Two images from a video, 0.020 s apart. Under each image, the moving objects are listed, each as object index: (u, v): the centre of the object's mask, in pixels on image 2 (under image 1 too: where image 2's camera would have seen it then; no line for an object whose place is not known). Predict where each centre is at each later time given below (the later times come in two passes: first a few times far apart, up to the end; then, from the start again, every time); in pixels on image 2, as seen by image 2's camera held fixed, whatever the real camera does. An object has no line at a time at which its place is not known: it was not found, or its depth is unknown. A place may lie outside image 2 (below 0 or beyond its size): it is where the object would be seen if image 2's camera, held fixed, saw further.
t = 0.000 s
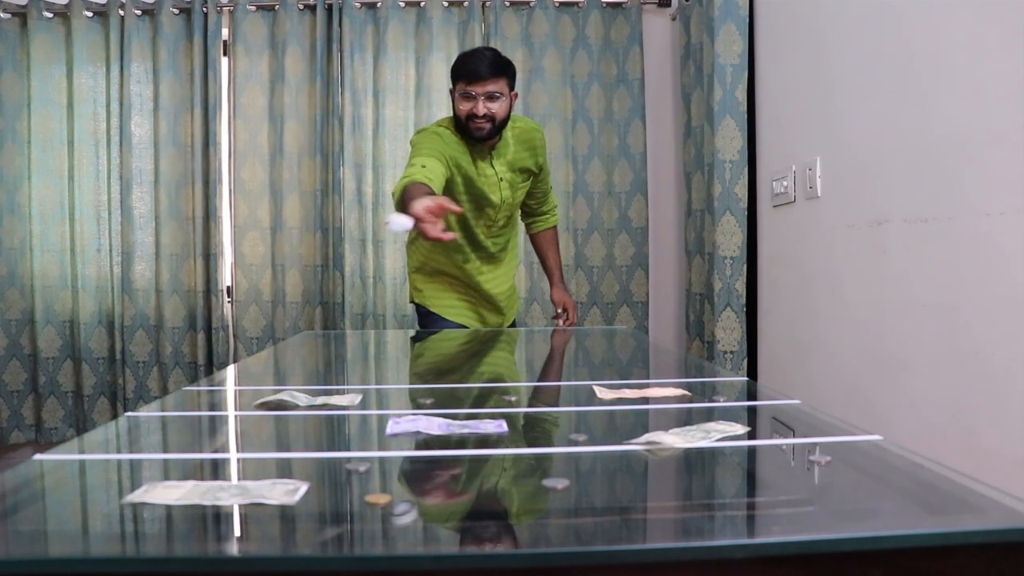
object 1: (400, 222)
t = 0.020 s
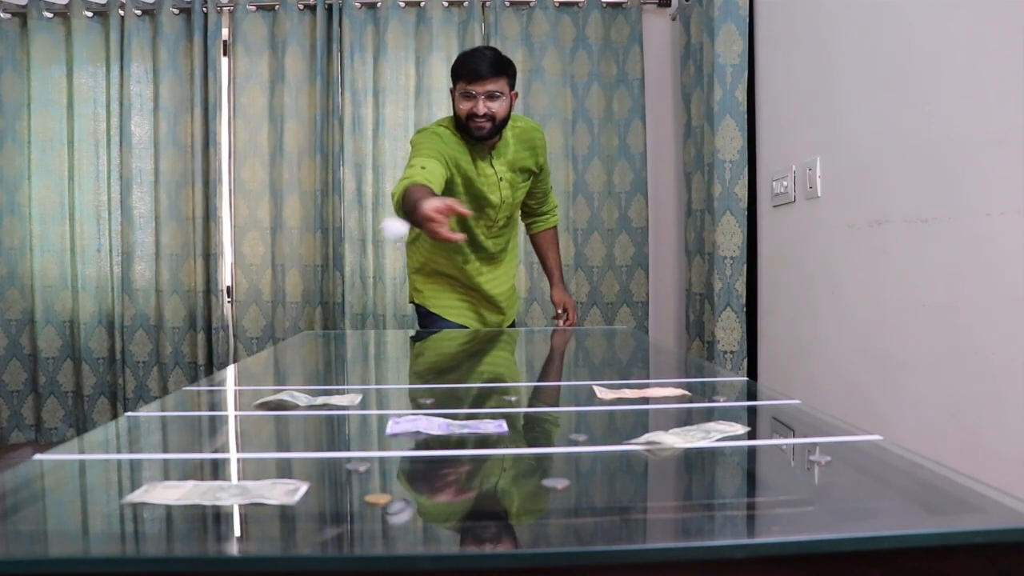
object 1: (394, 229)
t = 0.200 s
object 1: (339, 387)
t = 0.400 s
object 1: (250, 410)
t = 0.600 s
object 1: (146, 440)
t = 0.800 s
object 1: (59, 472)
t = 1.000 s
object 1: (23, 475)
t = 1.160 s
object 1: (18, 477)
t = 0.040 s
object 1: (389, 236)
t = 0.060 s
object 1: (384, 247)
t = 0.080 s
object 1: (378, 261)
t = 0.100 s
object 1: (371, 278)
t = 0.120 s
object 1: (366, 299)
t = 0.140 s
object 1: (360, 324)
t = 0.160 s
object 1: (353, 351)
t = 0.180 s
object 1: (345, 378)
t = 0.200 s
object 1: (339, 387)
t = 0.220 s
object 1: (329, 381)
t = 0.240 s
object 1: (321, 380)
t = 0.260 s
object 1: (313, 383)
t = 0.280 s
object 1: (304, 385)
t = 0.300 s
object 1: (292, 394)
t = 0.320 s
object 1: (282, 395)
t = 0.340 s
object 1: (273, 399)
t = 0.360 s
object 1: (264, 403)
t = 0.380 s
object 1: (255, 406)
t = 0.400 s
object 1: (250, 410)
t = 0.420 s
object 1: (234, 414)
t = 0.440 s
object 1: (225, 416)
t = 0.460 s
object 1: (214, 418)
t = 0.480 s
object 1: (206, 421)
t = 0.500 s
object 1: (196, 427)
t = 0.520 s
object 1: (183, 438)
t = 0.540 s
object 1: (175, 445)
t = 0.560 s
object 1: (165, 441)
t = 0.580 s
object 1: (155, 440)
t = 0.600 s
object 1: (146, 440)
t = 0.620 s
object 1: (137, 442)
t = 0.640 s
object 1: (128, 445)
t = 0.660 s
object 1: (117, 455)
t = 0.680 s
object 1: (108, 464)
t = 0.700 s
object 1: (101, 469)
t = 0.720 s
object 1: (91, 461)
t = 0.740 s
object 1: (84, 460)
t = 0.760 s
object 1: (77, 460)
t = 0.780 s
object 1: (67, 464)
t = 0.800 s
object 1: (59, 472)
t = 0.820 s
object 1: (54, 478)
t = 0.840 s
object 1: (47, 476)
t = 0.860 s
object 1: (42, 471)
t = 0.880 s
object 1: (37, 470)
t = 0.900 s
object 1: (31, 473)
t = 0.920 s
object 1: (28, 478)
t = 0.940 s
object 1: (27, 481)
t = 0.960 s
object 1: (27, 479)
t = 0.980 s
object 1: (24, 475)
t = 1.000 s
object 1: (23, 475)
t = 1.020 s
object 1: (21, 477)
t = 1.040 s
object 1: (20, 478)
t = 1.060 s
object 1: (20, 479)
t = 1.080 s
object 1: (21, 478)
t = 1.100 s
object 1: (20, 476)
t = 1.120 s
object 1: (19, 476)
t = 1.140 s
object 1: (18, 476)
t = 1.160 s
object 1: (18, 477)
